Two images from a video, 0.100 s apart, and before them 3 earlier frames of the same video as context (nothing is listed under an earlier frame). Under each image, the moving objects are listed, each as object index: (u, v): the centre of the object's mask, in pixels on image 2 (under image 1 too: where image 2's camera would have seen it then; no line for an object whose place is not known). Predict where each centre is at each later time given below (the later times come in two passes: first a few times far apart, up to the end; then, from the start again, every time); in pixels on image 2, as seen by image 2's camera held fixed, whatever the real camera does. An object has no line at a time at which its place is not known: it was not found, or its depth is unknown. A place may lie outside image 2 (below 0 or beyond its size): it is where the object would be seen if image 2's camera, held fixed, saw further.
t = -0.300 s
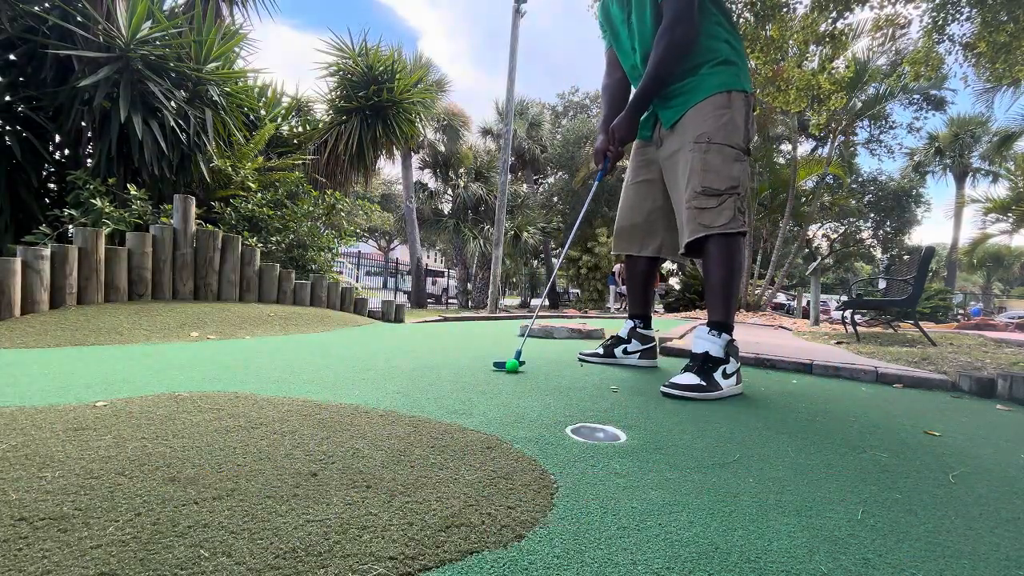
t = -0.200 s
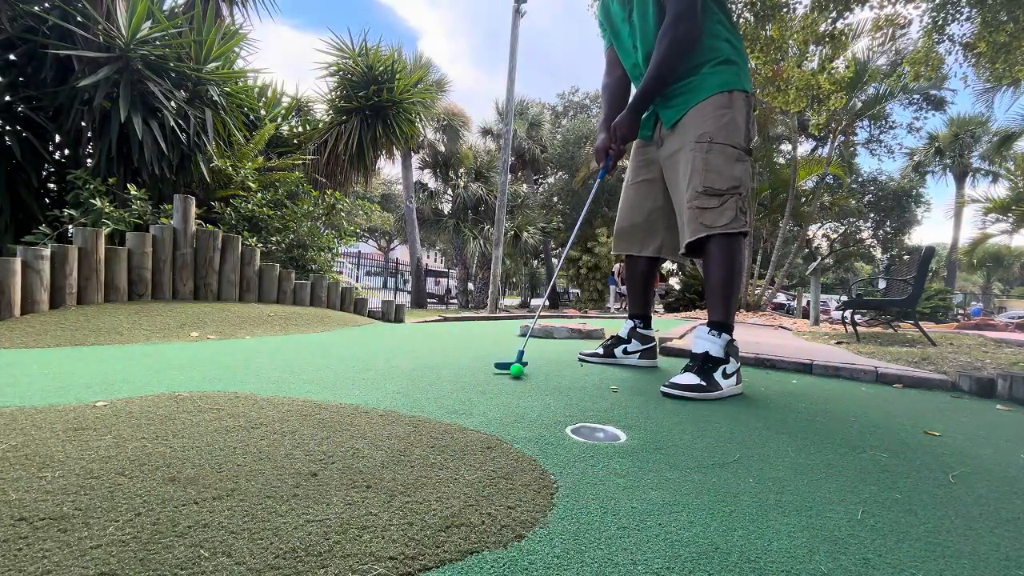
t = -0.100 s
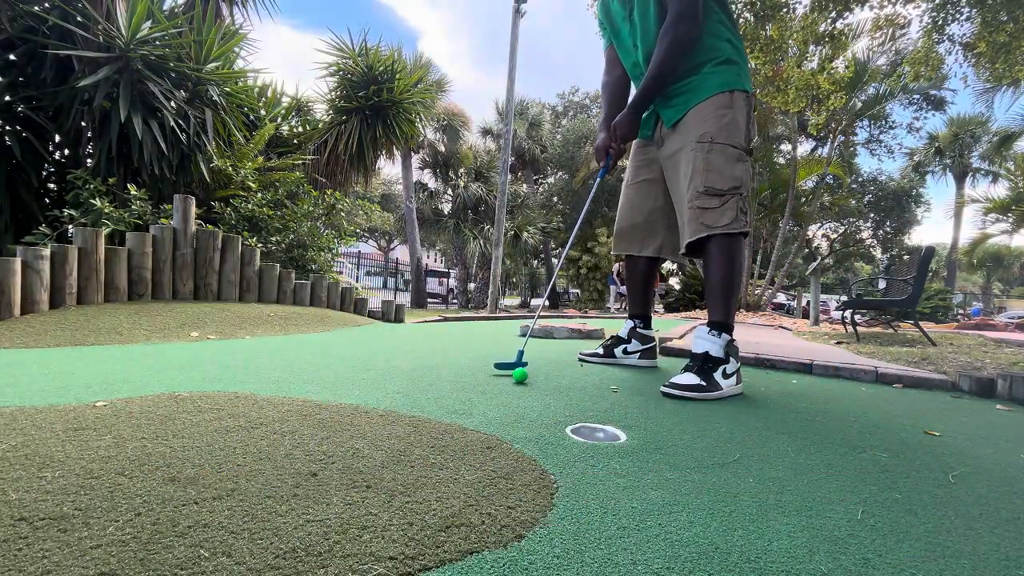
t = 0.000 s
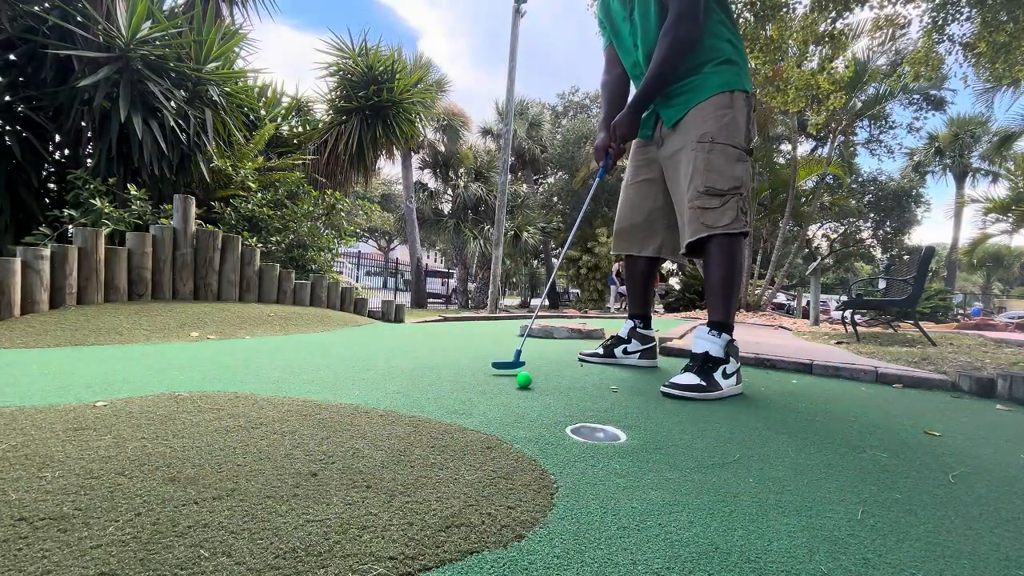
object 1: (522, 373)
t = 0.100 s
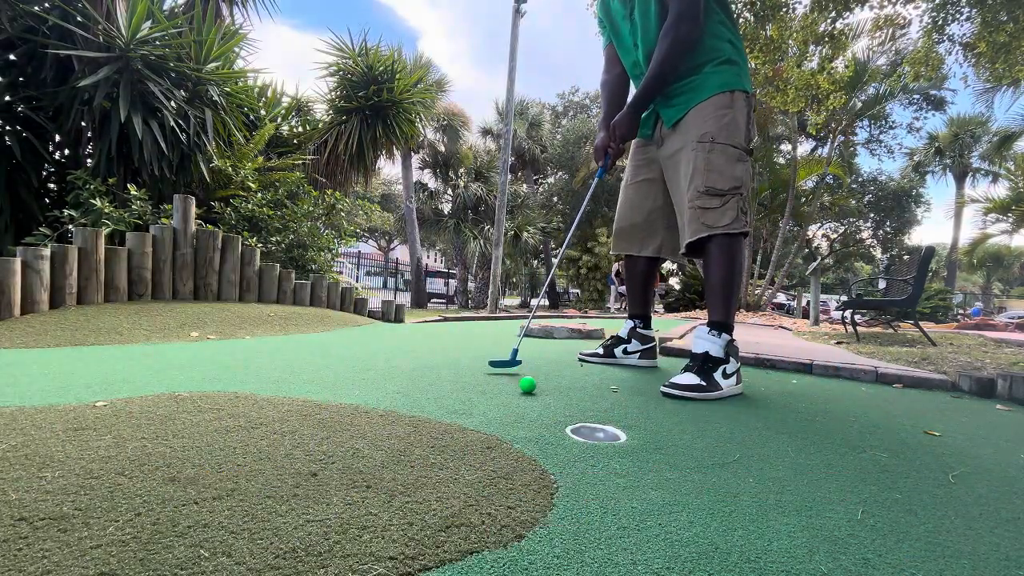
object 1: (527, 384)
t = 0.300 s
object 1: (534, 394)
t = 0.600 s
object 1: (535, 411)
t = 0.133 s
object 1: (528, 386)
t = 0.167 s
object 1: (530, 388)
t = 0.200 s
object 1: (531, 389)
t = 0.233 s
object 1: (532, 391)
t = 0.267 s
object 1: (533, 393)
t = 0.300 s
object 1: (534, 394)
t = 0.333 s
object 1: (535, 396)
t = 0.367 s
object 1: (536, 398)
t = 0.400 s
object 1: (536, 400)
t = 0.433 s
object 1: (537, 402)
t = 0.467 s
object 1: (537, 403)
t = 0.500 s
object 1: (537, 405)
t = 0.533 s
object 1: (537, 407)
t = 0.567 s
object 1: (536, 409)
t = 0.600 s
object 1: (535, 411)
